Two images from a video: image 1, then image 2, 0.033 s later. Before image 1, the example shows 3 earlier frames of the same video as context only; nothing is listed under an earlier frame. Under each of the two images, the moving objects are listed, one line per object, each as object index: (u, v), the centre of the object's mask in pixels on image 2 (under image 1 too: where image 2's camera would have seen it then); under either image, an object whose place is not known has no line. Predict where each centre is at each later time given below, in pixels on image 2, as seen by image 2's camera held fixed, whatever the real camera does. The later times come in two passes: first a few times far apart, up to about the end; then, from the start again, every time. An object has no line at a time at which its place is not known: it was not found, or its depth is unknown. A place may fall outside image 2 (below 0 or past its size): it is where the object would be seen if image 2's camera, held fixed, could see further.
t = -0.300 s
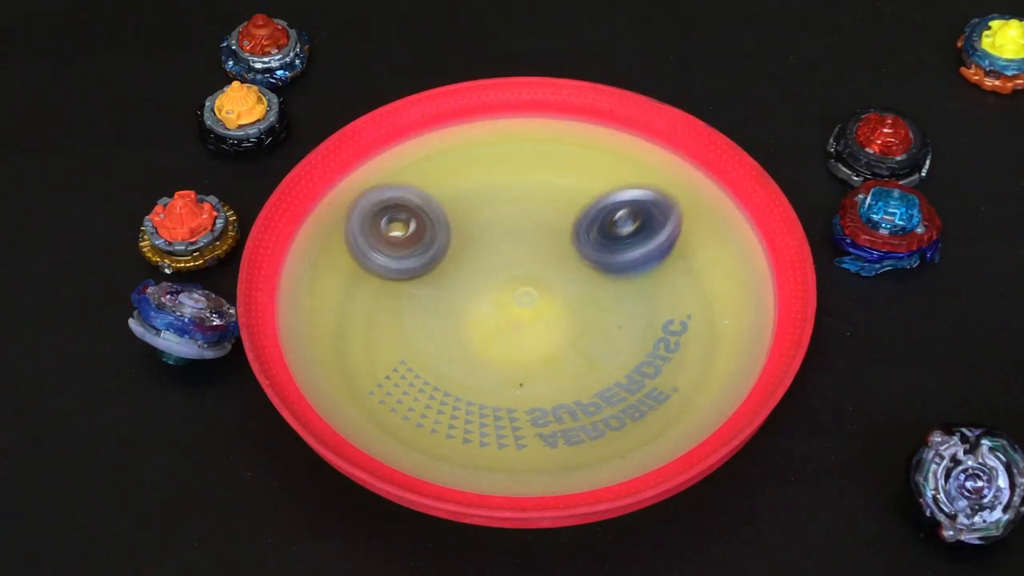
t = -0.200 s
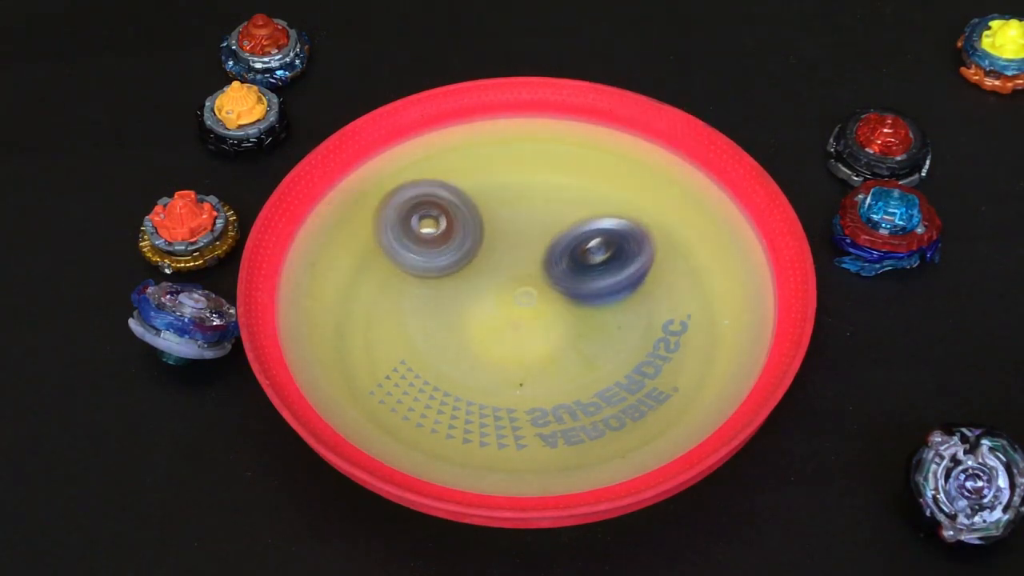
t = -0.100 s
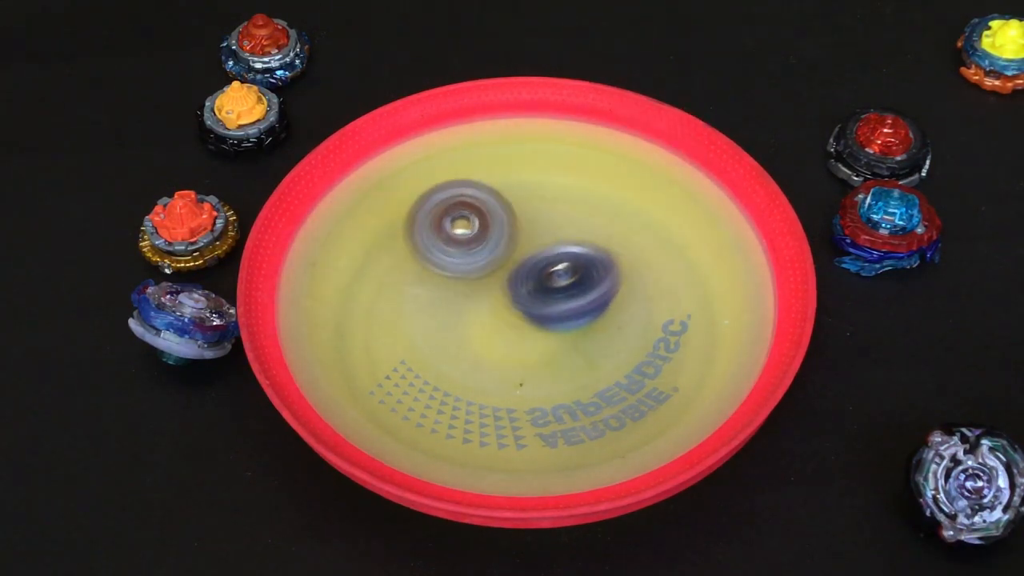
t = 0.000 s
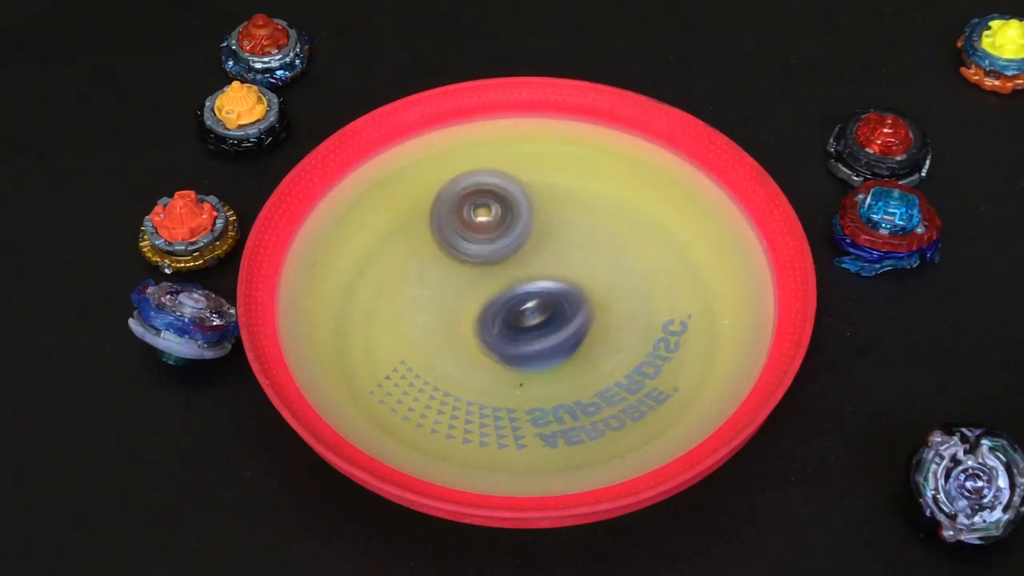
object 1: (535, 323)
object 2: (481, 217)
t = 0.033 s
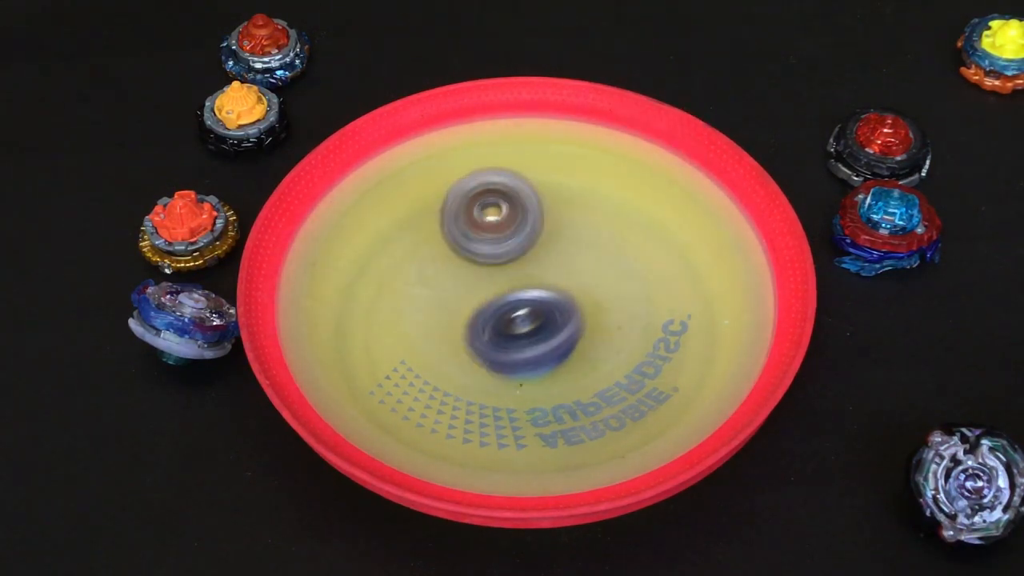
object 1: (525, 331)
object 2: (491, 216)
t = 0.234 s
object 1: (459, 361)
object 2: (548, 231)
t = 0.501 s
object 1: (391, 341)
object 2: (591, 277)
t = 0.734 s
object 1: (391, 287)
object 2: (585, 314)
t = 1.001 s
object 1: (460, 225)
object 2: (542, 321)
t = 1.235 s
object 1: (549, 194)
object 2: (513, 290)
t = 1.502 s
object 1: (656, 195)
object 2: (521, 238)
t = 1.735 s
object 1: (710, 226)
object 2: (563, 208)
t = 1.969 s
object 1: (701, 271)
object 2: (609, 201)
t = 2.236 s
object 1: (626, 316)
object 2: (642, 210)
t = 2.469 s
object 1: (536, 311)
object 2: (633, 222)
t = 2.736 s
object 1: (463, 252)
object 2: (592, 231)
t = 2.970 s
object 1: (452, 181)
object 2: (567, 232)
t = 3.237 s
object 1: (497, 128)
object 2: (563, 229)
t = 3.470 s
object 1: (565, 131)
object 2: (563, 224)
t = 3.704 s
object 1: (628, 158)
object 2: (542, 245)
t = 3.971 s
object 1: (636, 224)
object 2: (518, 251)
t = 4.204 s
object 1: (598, 276)
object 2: (484, 226)
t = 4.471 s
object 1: (510, 283)
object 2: (491, 196)
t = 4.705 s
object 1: (435, 265)
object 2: (559, 172)
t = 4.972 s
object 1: (436, 218)
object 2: (617, 209)
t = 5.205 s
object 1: (495, 201)
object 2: (583, 259)
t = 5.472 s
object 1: (543, 151)
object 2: (496, 331)
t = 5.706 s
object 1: (572, 184)
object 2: (451, 302)
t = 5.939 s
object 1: (548, 233)
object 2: (424, 290)
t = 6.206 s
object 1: (515, 243)
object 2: (415, 286)
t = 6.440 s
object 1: (544, 225)
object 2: (427, 278)
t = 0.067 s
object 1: (515, 339)
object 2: (503, 217)
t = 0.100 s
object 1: (504, 345)
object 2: (513, 219)
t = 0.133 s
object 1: (493, 350)
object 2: (522, 222)
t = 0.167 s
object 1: (482, 355)
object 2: (531, 224)
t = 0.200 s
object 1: (471, 358)
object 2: (540, 228)
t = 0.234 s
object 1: (459, 361)
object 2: (548, 231)
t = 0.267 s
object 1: (448, 362)
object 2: (555, 235)
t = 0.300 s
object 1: (438, 362)
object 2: (563, 240)
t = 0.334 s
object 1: (428, 361)
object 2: (569, 246)
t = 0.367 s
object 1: (419, 359)
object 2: (575, 251)
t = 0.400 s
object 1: (411, 356)
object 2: (580, 258)
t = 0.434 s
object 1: (403, 352)
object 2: (585, 264)
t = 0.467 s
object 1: (397, 347)
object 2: (588, 271)
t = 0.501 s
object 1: (391, 341)
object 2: (591, 277)
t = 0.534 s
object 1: (387, 334)
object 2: (592, 283)
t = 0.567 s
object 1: (385, 327)
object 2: (593, 288)
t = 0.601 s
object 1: (384, 320)
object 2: (593, 293)
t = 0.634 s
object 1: (384, 312)
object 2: (592, 299)
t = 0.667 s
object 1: (385, 303)
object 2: (590, 304)
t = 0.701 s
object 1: (388, 295)
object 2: (588, 309)
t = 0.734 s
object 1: (391, 287)
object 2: (585, 314)
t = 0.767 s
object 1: (396, 279)
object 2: (580, 318)
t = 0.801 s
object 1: (403, 270)
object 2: (576, 320)
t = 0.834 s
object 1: (411, 262)
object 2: (571, 321)
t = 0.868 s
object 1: (419, 254)
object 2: (566, 322)
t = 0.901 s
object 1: (428, 247)
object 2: (560, 323)
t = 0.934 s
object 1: (438, 239)
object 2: (554, 324)
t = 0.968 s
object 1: (449, 232)
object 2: (548, 323)
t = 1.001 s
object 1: (460, 225)
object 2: (542, 321)
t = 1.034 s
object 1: (472, 218)
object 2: (536, 318)
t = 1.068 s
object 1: (485, 213)
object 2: (532, 314)
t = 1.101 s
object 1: (497, 208)
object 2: (528, 310)
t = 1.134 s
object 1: (510, 203)
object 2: (524, 306)
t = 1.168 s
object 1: (523, 200)
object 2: (520, 301)
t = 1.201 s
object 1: (536, 196)
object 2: (516, 296)
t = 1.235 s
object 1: (549, 194)
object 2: (513, 290)
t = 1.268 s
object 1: (563, 192)
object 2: (512, 284)
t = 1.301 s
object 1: (577, 190)
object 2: (511, 278)
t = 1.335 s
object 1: (591, 189)
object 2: (510, 272)
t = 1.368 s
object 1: (604, 189)
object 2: (510, 265)
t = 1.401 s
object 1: (617, 190)
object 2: (510, 257)
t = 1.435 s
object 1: (631, 191)
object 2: (512, 250)
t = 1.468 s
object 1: (644, 193)
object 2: (516, 244)
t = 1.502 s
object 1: (656, 195)
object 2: (521, 238)
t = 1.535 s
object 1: (667, 198)
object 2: (526, 233)
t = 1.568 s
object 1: (678, 202)
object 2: (531, 227)
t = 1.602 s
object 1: (687, 205)
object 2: (536, 222)
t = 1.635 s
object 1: (695, 210)
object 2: (541, 218)
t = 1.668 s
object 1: (702, 215)
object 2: (548, 214)
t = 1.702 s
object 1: (707, 220)
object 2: (556, 211)
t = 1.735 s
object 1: (710, 226)
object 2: (563, 208)
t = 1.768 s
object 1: (713, 231)
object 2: (569, 205)
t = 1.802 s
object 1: (714, 238)
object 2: (575, 203)
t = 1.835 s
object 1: (714, 245)
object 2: (582, 202)
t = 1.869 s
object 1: (712, 252)
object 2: (590, 201)
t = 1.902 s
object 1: (710, 258)
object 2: (597, 200)
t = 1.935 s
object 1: (707, 264)
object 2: (603, 201)
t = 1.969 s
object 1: (701, 271)
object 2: (609, 201)
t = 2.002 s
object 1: (695, 278)
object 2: (614, 203)
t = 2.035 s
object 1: (687, 284)
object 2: (621, 204)
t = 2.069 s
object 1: (679, 289)
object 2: (626, 207)
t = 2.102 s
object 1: (670, 294)
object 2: (631, 209)
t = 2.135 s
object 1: (660, 301)
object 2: (634, 210)
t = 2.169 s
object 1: (648, 308)
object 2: (638, 208)
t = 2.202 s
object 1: (637, 313)
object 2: (640, 210)
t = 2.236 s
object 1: (626, 316)
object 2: (642, 210)
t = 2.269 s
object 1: (614, 318)
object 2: (643, 212)
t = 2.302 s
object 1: (601, 320)
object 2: (643, 213)
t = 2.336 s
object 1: (587, 320)
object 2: (643, 214)
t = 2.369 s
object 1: (574, 319)
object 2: (642, 215)
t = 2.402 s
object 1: (561, 318)
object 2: (639, 218)
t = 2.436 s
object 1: (549, 315)
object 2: (637, 220)
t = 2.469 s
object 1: (536, 311)
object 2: (633, 222)
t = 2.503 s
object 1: (524, 306)
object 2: (629, 223)
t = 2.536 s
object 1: (513, 300)
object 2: (625, 225)
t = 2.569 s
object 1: (501, 294)
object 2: (621, 227)
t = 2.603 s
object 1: (492, 287)
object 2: (614, 228)
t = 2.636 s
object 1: (483, 279)
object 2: (609, 229)
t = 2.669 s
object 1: (475, 270)
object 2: (603, 229)
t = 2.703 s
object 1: (468, 261)
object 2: (598, 230)
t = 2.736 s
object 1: (463, 252)
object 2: (592, 231)
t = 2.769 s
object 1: (460, 243)
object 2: (584, 231)
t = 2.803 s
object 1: (457, 233)
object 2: (580, 229)
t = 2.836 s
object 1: (456, 223)
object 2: (574, 229)
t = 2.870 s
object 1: (456, 214)
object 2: (568, 228)
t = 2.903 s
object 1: (453, 203)
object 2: (566, 228)
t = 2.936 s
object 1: (449, 191)
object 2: (567, 230)
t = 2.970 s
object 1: (452, 181)
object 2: (567, 232)
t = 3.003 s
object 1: (454, 173)
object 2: (567, 232)
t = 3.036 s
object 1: (458, 164)
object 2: (566, 231)
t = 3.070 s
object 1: (462, 156)
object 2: (566, 231)
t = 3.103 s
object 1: (467, 149)
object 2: (565, 231)
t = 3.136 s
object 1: (473, 142)
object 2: (564, 231)
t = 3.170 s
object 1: (480, 136)
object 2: (563, 230)
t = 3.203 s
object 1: (488, 132)
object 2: (563, 229)
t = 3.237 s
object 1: (497, 128)
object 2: (563, 229)
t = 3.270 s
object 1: (506, 125)
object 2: (562, 228)
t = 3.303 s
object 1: (516, 123)
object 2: (563, 227)
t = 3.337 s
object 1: (525, 122)
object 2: (563, 227)
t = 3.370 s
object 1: (534, 123)
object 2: (562, 226)
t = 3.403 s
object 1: (544, 124)
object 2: (562, 225)
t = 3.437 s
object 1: (555, 127)
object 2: (562, 224)
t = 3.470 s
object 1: (565, 131)
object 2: (563, 224)
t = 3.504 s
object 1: (574, 134)
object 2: (561, 222)
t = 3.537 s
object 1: (584, 138)
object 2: (561, 224)
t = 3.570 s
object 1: (597, 137)
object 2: (554, 231)
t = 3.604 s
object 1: (608, 142)
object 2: (550, 236)
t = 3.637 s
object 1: (615, 146)
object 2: (546, 238)
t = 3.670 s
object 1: (622, 151)
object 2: (544, 241)
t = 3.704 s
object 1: (628, 158)
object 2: (542, 245)
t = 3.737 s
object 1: (632, 164)
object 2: (538, 247)
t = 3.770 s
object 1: (637, 172)
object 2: (536, 248)
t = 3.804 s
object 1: (641, 180)
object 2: (534, 251)
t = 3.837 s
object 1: (642, 188)
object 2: (529, 253)
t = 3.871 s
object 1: (643, 197)
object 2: (527, 252)
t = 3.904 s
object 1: (642, 206)
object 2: (525, 253)
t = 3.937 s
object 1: (640, 216)
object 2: (521, 253)
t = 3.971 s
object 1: (636, 224)
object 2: (518, 251)
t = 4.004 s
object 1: (631, 232)
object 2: (517, 248)
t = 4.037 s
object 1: (631, 242)
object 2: (506, 245)
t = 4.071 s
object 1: (629, 249)
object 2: (497, 239)
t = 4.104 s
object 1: (622, 257)
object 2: (495, 235)
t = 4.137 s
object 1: (615, 264)
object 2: (490, 234)
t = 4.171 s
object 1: (607, 270)
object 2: (485, 229)
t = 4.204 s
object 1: (598, 276)
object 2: (484, 226)
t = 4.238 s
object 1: (589, 280)
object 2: (481, 223)
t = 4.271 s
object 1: (578, 284)
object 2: (479, 218)
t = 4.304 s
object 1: (567, 286)
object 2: (480, 214)
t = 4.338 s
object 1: (556, 288)
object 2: (481, 210)
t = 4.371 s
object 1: (544, 288)
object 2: (481, 206)
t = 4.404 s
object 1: (532, 287)
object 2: (485, 203)
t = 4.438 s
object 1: (520, 285)
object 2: (489, 200)
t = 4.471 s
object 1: (510, 283)
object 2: (491, 196)
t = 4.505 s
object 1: (497, 282)
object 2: (499, 191)
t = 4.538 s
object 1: (487, 278)
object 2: (507, 189)
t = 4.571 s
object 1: (479, 274)
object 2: (508, 187)
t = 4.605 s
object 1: (464, 273)
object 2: (523, 183)
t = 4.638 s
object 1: (449, 274)
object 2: (538, 176)
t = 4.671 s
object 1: (440, 270)
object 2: (546, 177)
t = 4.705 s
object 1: (435, 265)
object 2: (559, 172)
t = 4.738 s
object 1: (430, 260)
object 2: (565, 173)
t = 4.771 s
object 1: (427, 254)
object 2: (579, 177)
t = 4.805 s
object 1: (425, 248)
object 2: (587, 178)
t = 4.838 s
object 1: (423, 242)
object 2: (595, 185)
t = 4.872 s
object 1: (425, 235)
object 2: (604, 188)
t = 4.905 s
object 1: (427, 229)
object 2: (609, 195)
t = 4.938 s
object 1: (430, 223)
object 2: (614, 201)
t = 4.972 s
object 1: (436, 218)
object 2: (617, 209)
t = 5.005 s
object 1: (443, 213)
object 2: (617, 216)
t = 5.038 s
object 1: (449, 210)
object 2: (616, 224)
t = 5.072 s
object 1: (458, 206)
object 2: (612, 233)
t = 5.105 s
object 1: (467, 203)
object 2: (607, 240)
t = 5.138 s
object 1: (475, 203)
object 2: (601, 249)
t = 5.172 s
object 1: (486, 202)
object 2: (592, 252)
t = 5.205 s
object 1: (495, 201)
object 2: (583, 259)
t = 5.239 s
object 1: (502, 187)
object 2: (578, 274)
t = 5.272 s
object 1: (505, 168)
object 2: (569, 299)
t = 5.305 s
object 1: (509, 155)
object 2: (561, 321)
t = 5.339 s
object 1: (518, 149)
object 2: (549, 328)
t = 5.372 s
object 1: (525, 148)
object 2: (537, 334)
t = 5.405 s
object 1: (530, 149)
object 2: (524, 327)
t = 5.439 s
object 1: (537, 149)
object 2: (510, 331)
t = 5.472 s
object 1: (543, 151)
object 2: (496, 331)
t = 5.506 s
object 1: (549, 153)
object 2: (486, 325)
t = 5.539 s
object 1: (553, 156)
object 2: (472, 320)
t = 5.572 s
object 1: (559, 161)
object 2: (464, 321)
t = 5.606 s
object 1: (564, 166)
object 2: (457, 313)
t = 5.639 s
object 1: (567, 172)
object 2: (453, 311)
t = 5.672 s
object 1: (570, 178)
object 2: (451, 305)
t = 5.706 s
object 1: (572, 184)
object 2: (451, 302)
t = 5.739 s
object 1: (572, 192)
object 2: (449, 298)
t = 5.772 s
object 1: (572, 198)
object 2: (445, 296)
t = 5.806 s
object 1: (570, 206)
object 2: (442, 295)
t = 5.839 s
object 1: (567, 213)
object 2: (438, 293)
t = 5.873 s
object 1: (561, 220)
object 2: (433, 292)
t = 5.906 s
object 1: (555, 227)
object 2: (426, 290)
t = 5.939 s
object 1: (548, 233)
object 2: (424, 290)
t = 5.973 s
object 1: (540, 239)
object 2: (427, 290)
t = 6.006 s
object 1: (532, 243)
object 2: (428, 290)
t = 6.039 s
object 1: (525, 246)
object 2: (428, 290)
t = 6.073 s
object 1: (526, 248)
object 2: (416, 288)
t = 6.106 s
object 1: (528, 248)
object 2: (408, 288)
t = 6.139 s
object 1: (525, 249)
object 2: (407, 289)
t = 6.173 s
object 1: (518, 247)
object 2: (409, 288)
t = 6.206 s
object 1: (515, 243)
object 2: (415, 286)
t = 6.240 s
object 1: (520, 240)
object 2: (416, 284)
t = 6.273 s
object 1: (527, 238)
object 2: (411, 284)
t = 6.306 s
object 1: (528, 236)
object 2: (411, 284)
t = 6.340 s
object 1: (528, 231)
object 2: (413, 283)
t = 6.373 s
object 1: (535, 226)
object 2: (419, 281)
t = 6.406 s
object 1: (540, 226)
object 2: (424, 279)
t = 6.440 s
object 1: (544, 225)
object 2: (427, 278)
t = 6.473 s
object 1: (547, 223)
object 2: (429, 277)
